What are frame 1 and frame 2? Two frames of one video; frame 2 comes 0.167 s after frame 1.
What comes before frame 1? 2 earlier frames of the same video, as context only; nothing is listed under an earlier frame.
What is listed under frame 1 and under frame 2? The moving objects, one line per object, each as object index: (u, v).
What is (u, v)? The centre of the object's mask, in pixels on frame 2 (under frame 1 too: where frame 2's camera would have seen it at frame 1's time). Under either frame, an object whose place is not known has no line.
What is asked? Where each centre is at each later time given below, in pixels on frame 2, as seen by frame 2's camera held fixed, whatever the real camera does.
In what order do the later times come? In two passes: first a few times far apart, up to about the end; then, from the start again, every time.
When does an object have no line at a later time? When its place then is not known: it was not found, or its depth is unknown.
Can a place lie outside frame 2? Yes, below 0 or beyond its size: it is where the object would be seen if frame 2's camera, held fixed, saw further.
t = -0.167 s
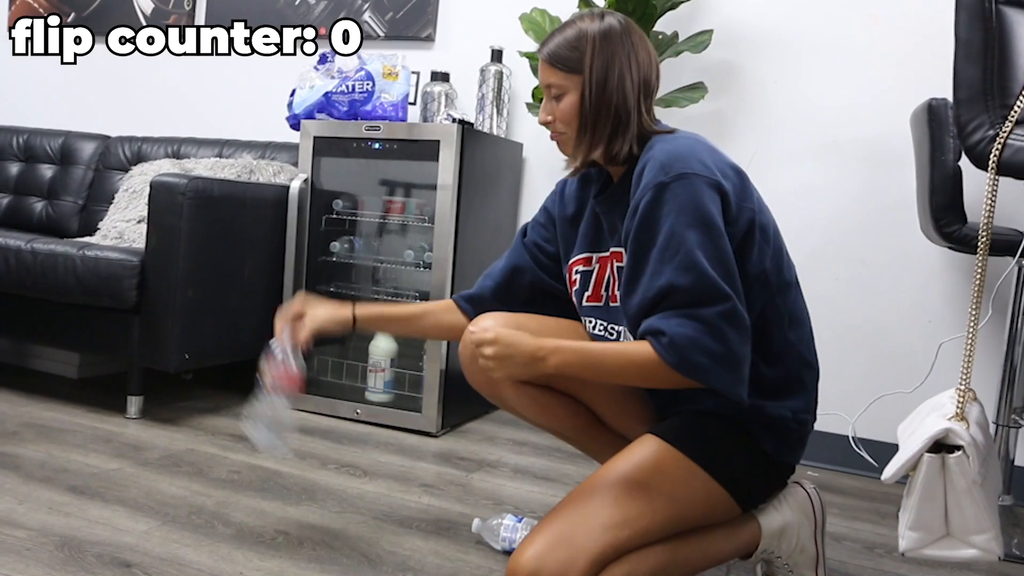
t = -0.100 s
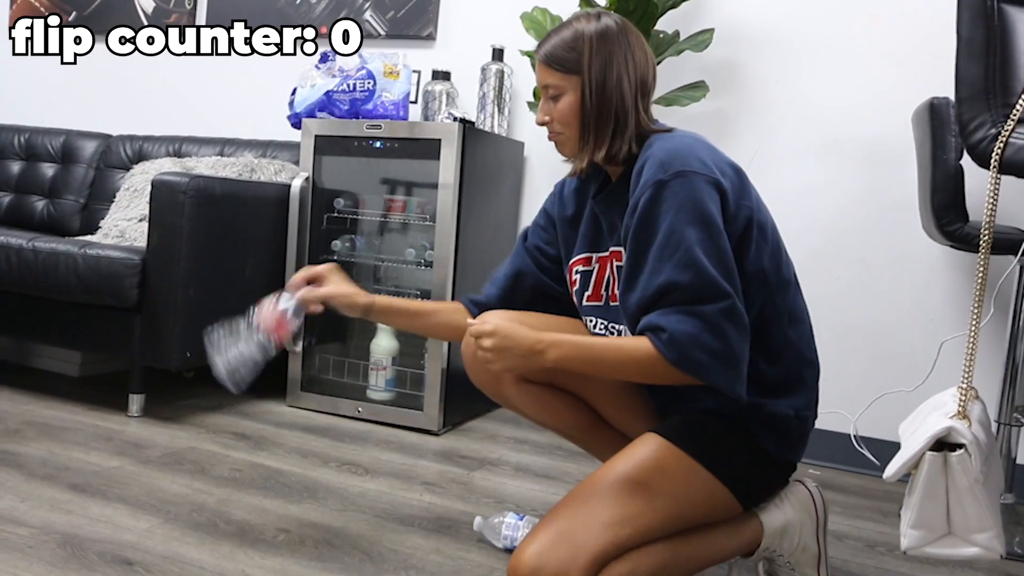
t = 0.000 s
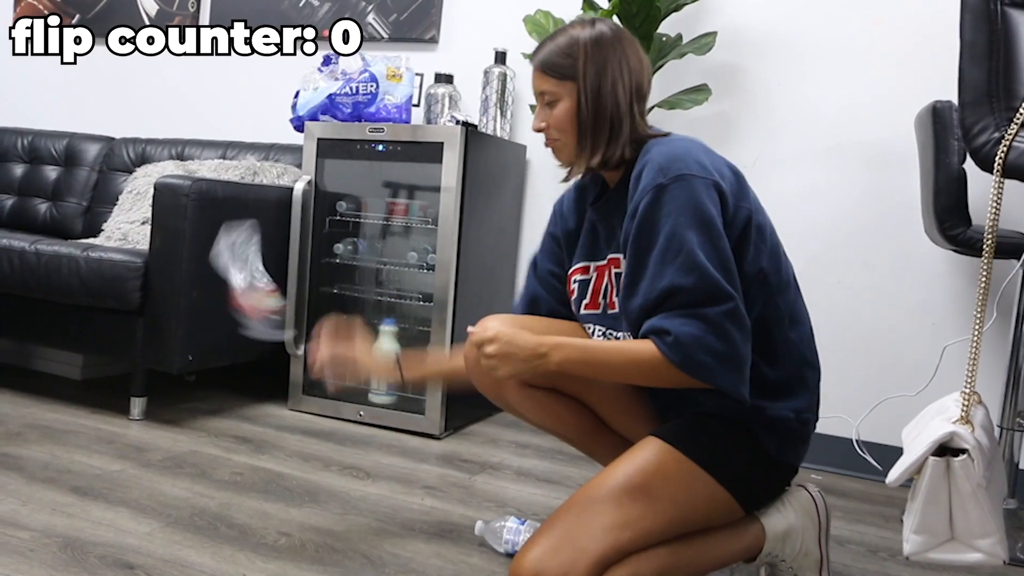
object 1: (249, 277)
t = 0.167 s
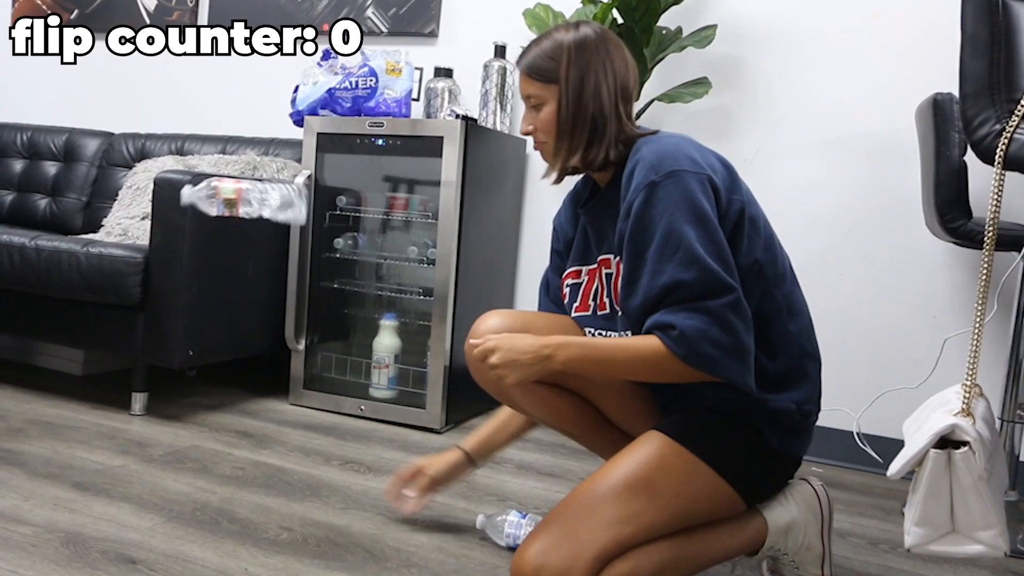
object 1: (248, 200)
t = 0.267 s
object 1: (265, 241)
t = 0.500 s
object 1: (292, 479)
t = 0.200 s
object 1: (256, 206)
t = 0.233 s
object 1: (260, 220)
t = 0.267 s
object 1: (265, 241)
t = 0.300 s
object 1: (269, 269)
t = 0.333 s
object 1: (273, 304)
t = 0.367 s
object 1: (275, 342)
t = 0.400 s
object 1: (277, 389)
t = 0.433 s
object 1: (280, 449)
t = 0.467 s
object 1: (285, 480)
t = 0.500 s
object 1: (292, 479)
